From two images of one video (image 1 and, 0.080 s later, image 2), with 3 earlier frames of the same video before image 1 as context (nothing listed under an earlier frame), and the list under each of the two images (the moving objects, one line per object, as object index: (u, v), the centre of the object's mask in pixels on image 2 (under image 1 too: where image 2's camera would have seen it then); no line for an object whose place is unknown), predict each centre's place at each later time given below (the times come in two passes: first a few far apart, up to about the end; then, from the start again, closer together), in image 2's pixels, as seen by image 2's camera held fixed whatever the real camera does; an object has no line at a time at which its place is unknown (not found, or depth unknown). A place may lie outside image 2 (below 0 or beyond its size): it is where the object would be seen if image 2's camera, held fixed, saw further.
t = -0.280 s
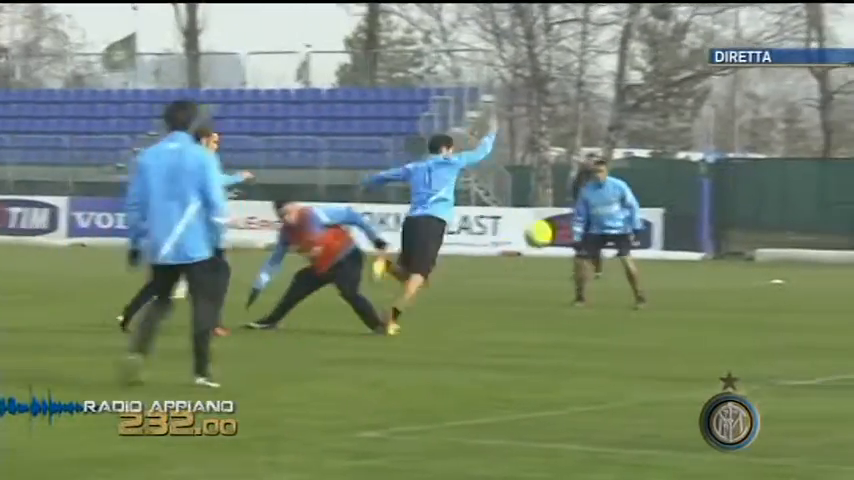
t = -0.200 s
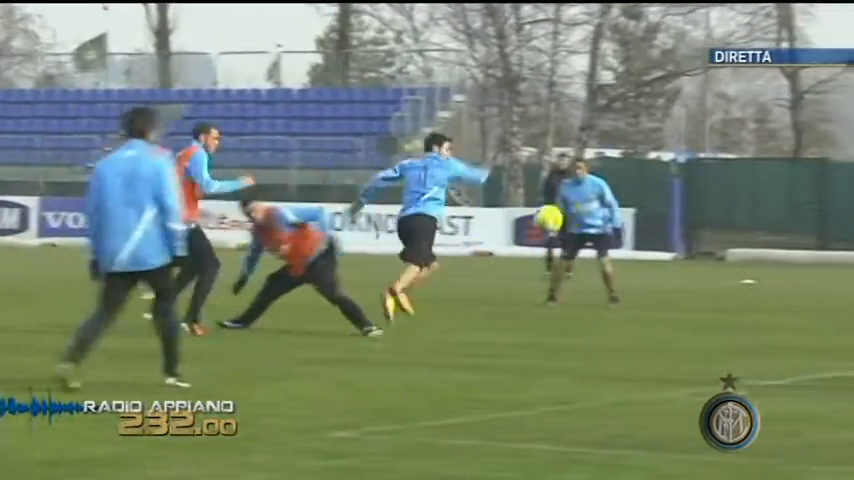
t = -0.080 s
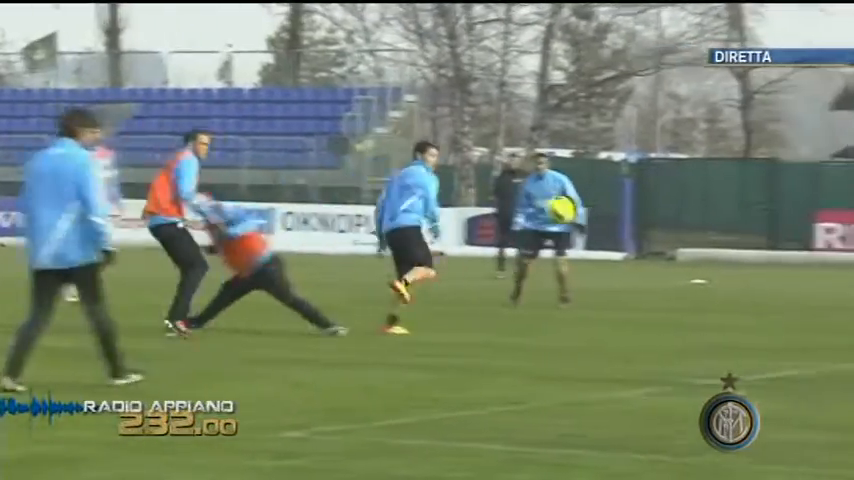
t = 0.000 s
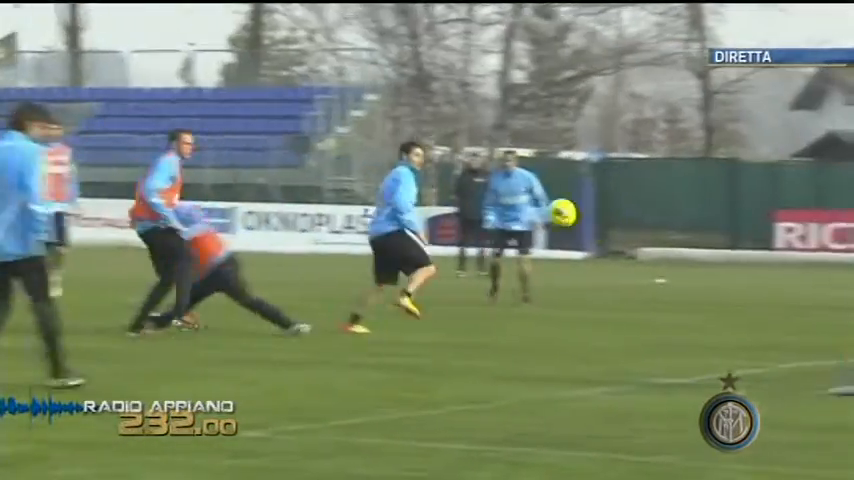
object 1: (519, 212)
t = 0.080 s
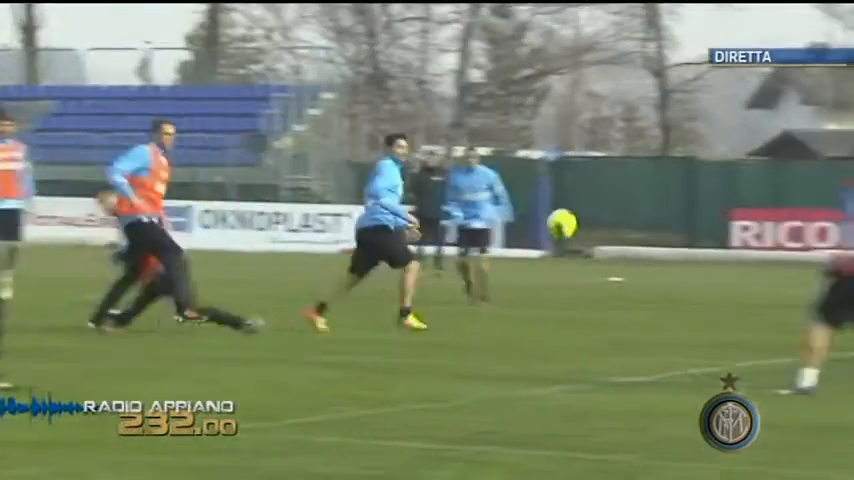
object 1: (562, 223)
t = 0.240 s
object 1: (653, 275)
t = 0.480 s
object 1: (789, 334)
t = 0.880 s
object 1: (1014, 346)
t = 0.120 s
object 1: (585, 233)
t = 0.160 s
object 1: (606, 246)
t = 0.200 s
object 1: (630, 260)
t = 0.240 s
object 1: (653, 275)
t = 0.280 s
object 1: (676, 295)
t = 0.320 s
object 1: (699, 316)
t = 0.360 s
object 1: (724, 341)
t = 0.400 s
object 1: (747, 361)
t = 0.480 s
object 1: (789, 334)
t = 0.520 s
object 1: (807, 322)
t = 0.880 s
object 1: (1014, 346)
